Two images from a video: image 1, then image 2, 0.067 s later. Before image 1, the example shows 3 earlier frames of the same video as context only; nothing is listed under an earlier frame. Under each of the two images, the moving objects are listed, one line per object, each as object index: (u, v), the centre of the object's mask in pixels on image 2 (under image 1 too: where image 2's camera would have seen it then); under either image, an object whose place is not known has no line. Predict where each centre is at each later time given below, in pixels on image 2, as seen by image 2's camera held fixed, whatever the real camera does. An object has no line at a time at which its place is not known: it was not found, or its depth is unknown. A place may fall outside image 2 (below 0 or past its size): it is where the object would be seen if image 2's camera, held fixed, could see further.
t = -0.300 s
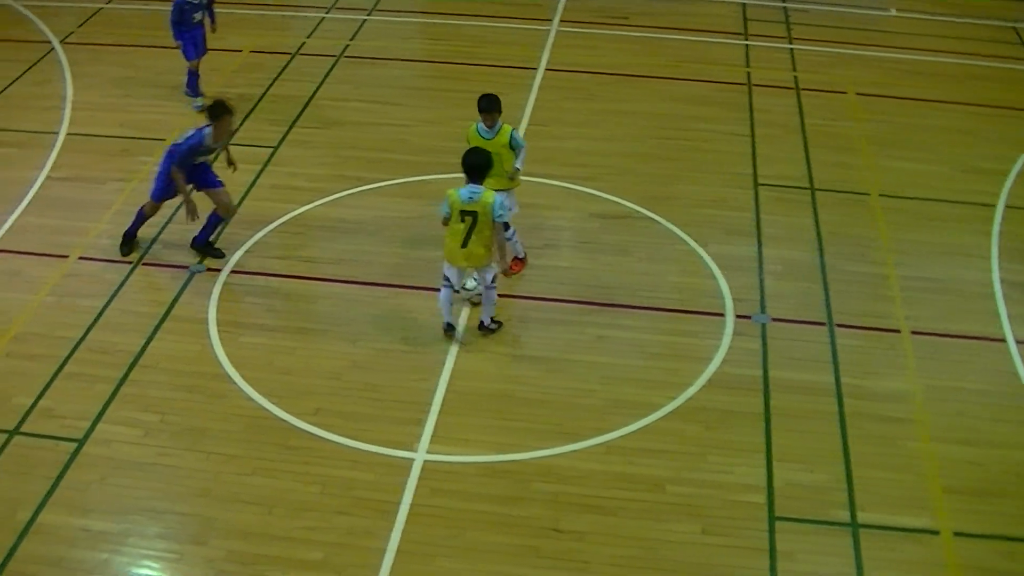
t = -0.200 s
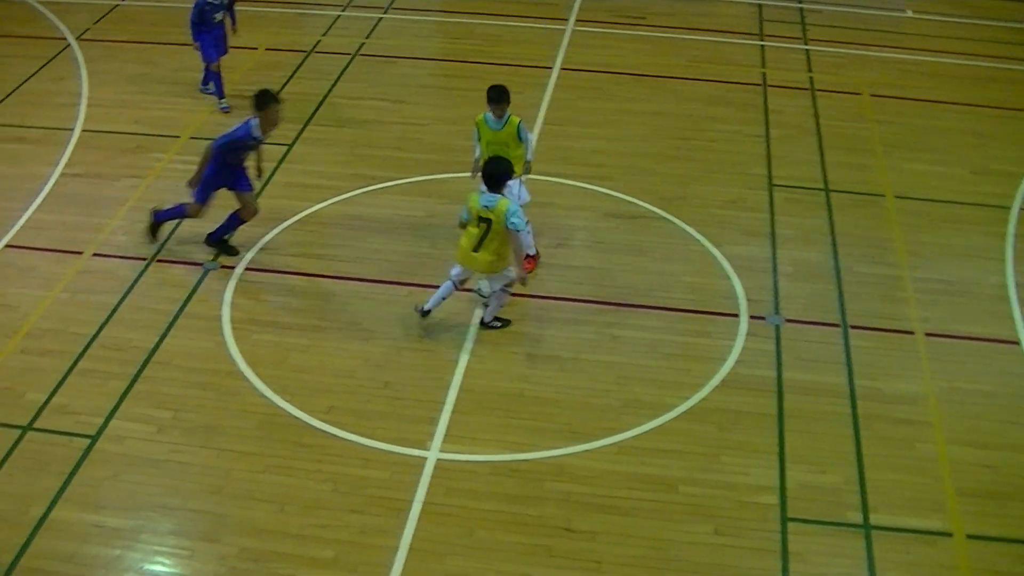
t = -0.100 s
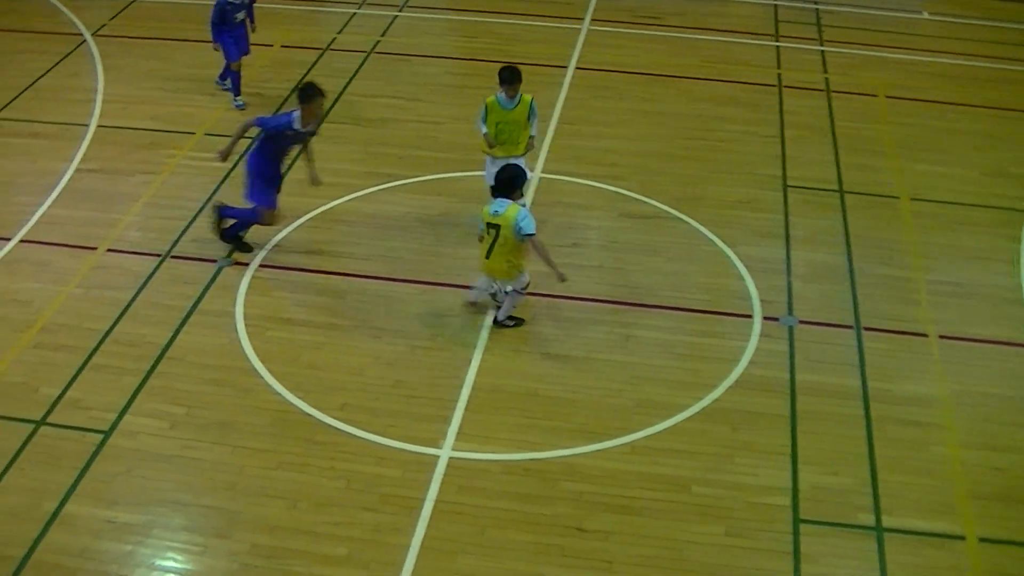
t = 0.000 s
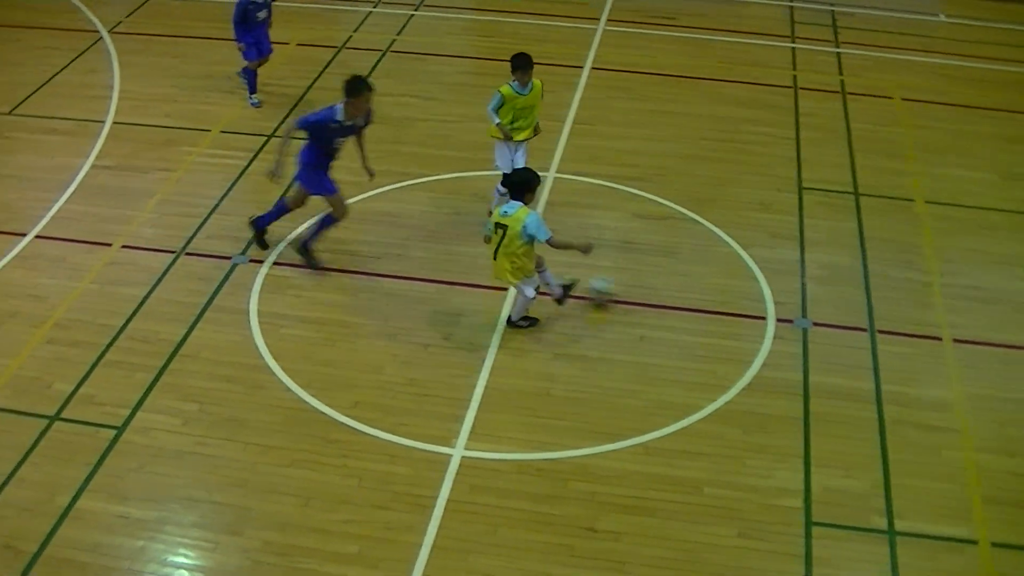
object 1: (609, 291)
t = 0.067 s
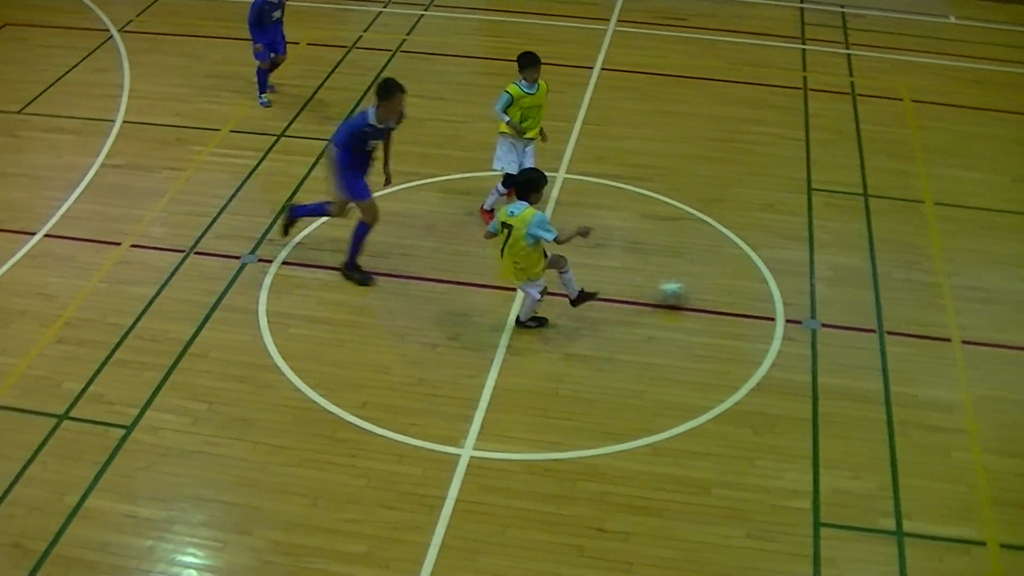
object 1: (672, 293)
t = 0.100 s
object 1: (701, 294)
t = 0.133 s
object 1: (732, 295)
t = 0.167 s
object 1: (760, 297)
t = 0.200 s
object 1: (785, 297)
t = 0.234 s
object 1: (810, 297)
